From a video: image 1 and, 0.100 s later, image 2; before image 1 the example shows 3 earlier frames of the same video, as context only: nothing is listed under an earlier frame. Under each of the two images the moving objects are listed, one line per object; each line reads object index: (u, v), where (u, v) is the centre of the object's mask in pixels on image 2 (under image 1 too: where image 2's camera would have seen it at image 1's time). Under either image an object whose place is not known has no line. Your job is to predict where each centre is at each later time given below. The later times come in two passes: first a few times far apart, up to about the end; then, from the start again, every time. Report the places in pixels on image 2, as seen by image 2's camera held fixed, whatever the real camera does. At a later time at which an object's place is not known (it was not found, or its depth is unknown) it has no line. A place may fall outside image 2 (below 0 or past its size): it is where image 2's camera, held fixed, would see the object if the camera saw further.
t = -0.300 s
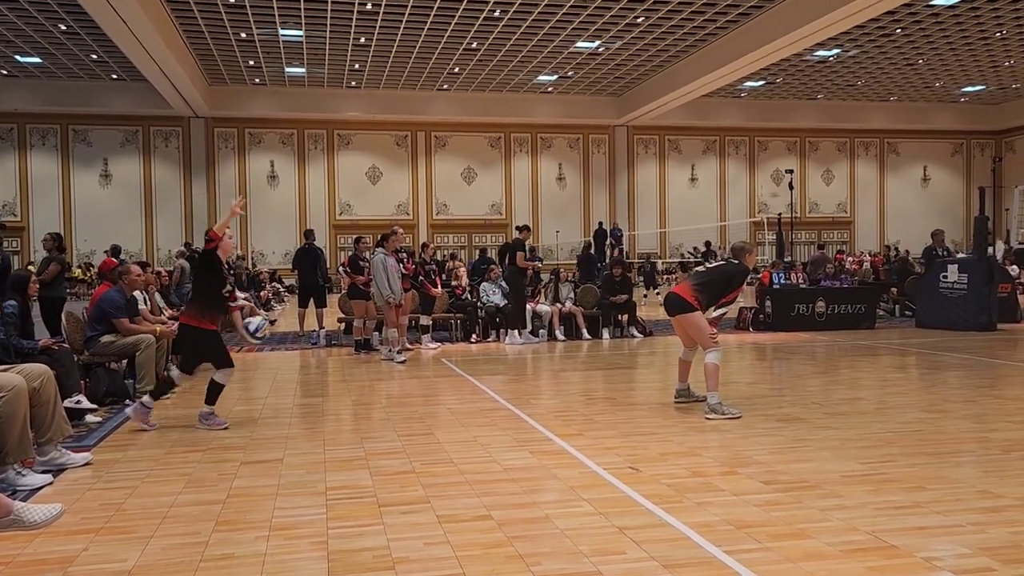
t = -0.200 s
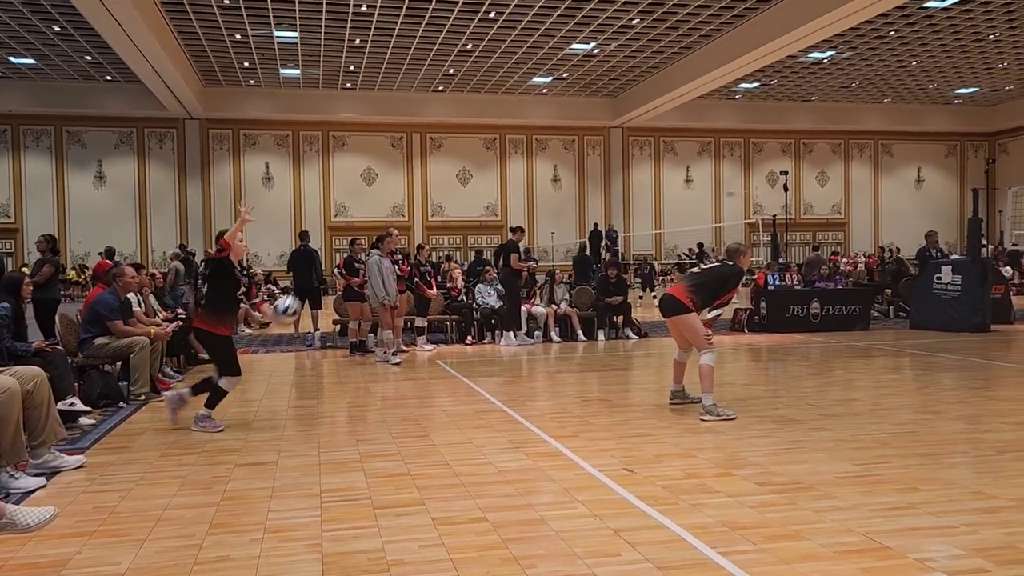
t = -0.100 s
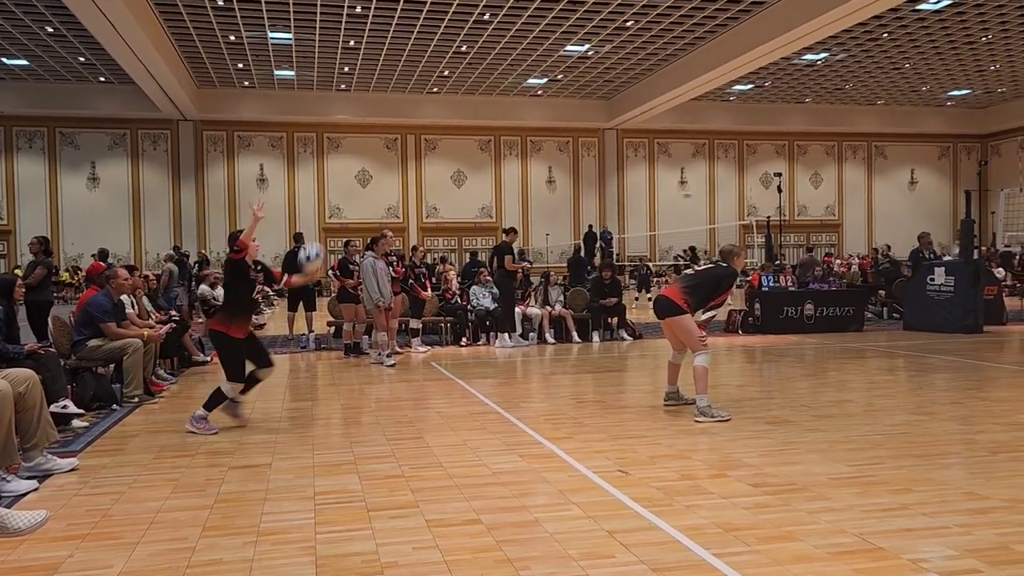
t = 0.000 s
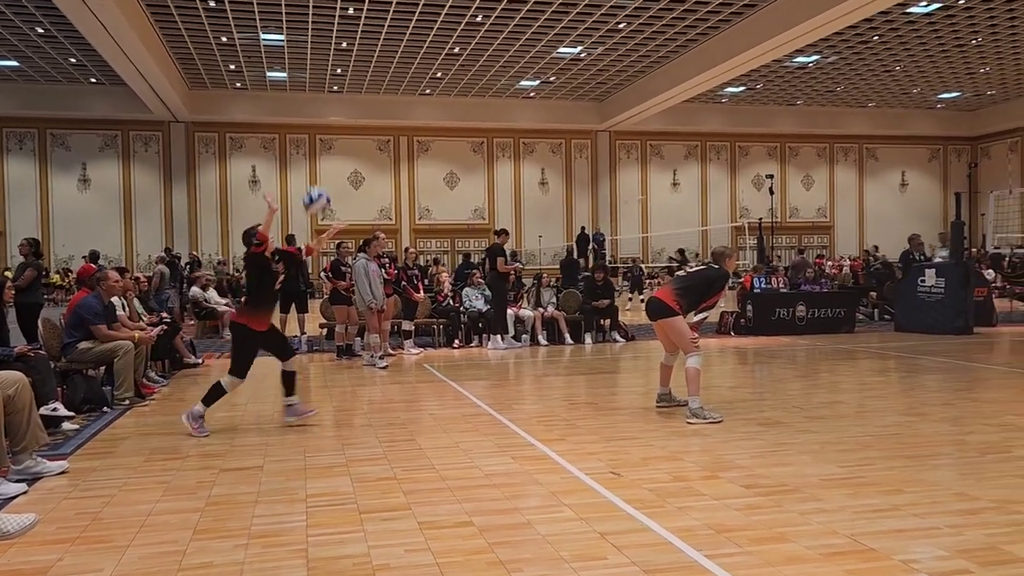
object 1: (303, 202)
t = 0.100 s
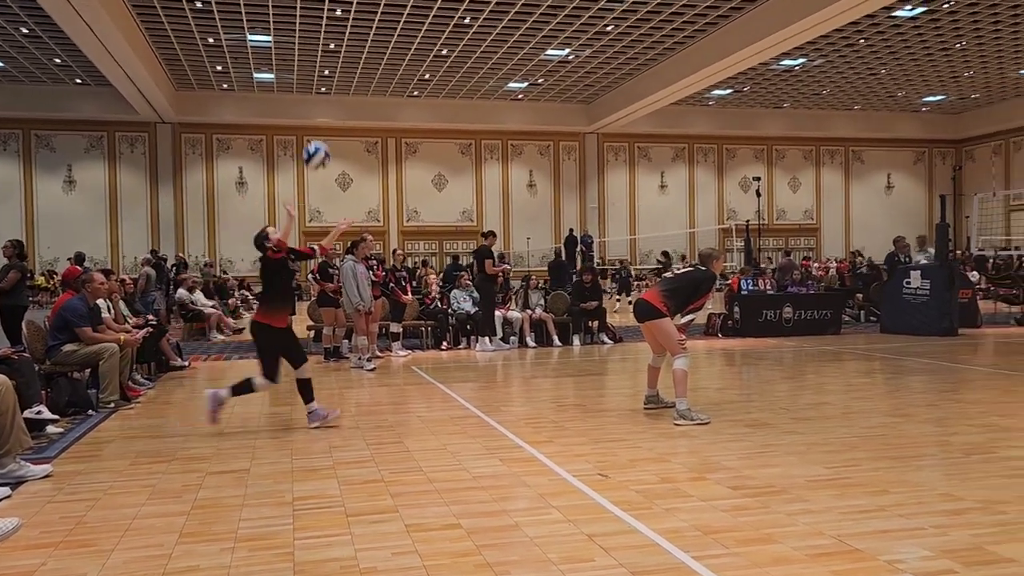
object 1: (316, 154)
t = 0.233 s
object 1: (333, 115)
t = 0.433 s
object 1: (359, 97)
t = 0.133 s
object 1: (320, 143)
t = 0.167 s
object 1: (324, 132)
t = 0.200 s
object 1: (329, 122)
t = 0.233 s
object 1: (333, 115)
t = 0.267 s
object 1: (337, 108)
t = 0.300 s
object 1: (341, 103)
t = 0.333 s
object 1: (346, 99)
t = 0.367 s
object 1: (350, 97)
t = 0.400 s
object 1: (354, 97)
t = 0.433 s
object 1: (359, 97)
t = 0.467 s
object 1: (363, 99)
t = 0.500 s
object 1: (368, 103)
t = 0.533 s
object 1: (372, 107)
